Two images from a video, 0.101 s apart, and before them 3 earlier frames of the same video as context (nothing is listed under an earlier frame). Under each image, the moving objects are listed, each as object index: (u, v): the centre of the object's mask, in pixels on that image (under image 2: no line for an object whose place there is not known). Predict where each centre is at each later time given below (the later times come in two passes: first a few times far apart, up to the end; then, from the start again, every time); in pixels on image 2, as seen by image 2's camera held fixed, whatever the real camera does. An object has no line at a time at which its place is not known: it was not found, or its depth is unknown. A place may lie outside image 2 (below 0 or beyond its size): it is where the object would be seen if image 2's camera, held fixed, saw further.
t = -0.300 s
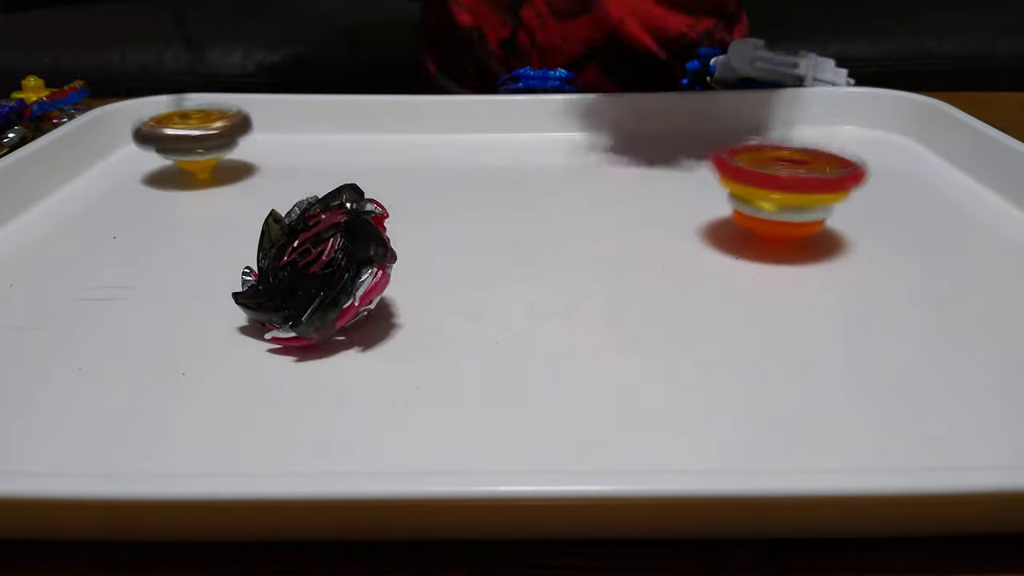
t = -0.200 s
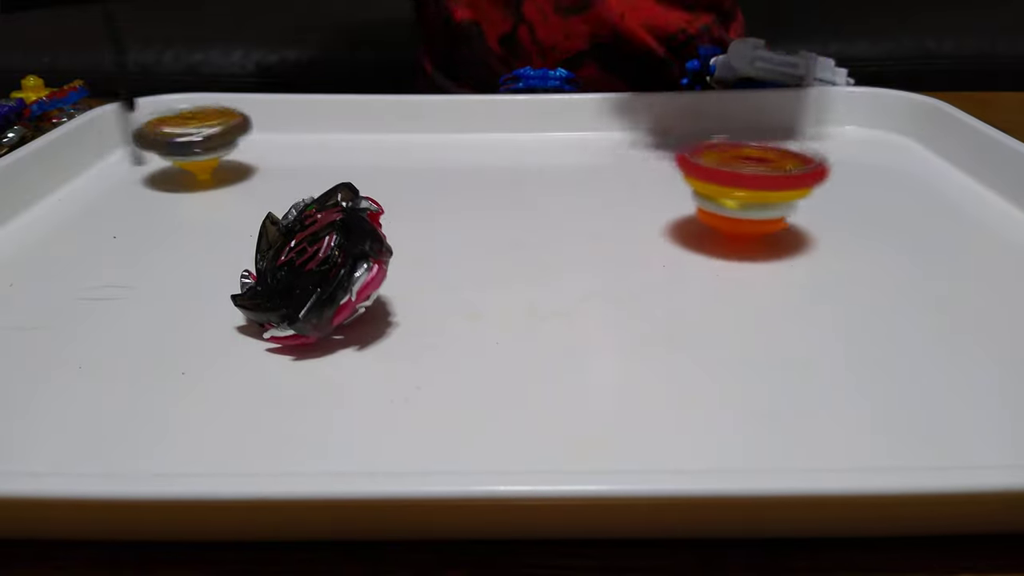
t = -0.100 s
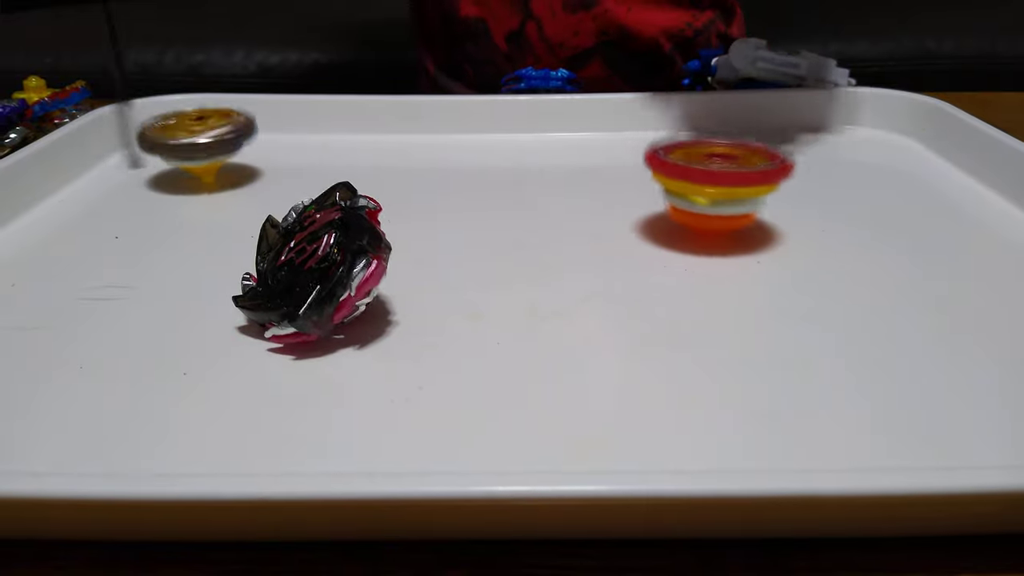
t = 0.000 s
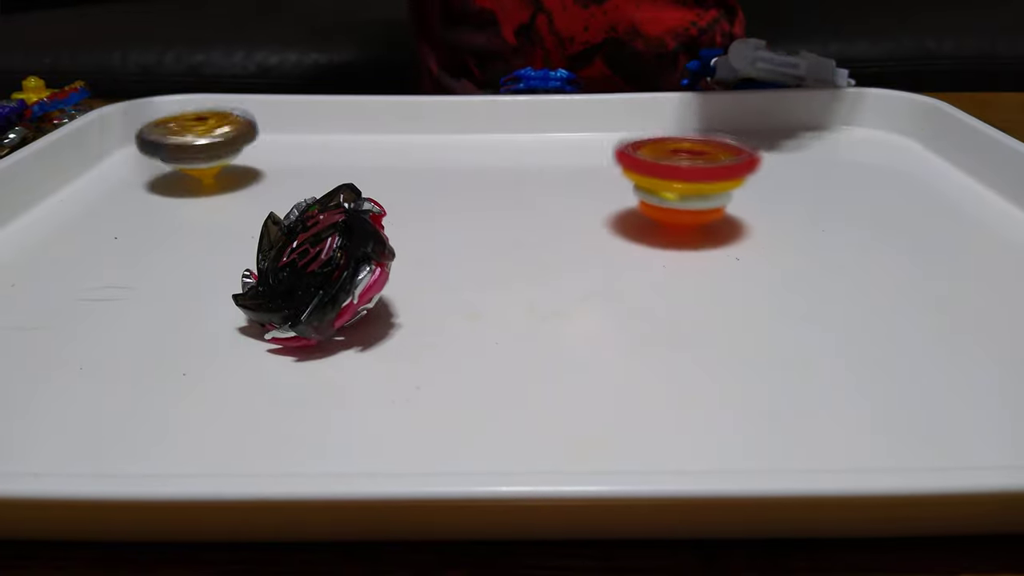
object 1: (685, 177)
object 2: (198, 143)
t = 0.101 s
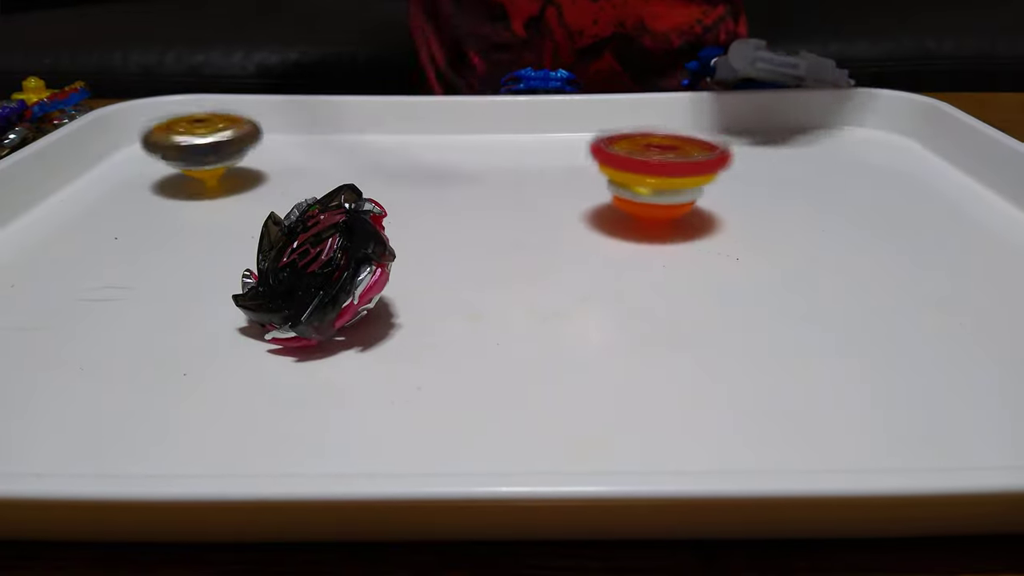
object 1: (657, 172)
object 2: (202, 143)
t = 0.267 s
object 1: (620, 162)
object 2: (211, 147)
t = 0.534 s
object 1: (579, 146)
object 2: (234, 154)
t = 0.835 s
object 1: (559, 130)
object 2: (294, 158)
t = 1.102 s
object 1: (552, 113)
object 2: (366, 154)
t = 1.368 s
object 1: (554, 105)
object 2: (424, 141)
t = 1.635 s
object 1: (557, 113)
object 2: (452, 129)
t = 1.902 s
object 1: (571, 118)
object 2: (435, 116)
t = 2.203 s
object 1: (580, 119)
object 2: (398, 117)
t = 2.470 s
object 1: (579, 126)
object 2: (389, 132)
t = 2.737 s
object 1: (574, 131)
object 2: (413, 143)
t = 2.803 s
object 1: (572, 133)
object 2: (421, 146)
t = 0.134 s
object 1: (649, 172)
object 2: (203, 144)
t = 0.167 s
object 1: (642, 170)
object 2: (205, 144)
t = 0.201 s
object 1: (634, 169)
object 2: (206, 145)
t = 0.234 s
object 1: (628, 167)
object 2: (208, 146)
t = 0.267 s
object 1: (620, 162)
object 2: (211, 147)
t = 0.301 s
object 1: (614, 160)
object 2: (212, 148)
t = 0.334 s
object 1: (608, 158)
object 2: (215, 148)
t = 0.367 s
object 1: (602, 156)
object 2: (218, 149)
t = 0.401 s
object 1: (597, 154)
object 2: (220, 150)
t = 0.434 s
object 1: (592, 152)
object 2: (223, 152)
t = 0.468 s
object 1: (588, 152)
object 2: (225, 153)
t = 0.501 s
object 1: (583, 150)
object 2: (230, 153)
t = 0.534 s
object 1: (579, 146)
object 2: (234, 154)
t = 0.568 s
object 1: (576, 146)
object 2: (241, 154)
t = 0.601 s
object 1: (573, 144)
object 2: (246, 155)
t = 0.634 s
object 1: (569, 142)
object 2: (250, 157)
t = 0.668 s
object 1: (567, 138)
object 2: (256, 157)
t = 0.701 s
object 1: (565, 137)
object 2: (264, 163)
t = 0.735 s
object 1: (563, 136)
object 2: (272, 161)
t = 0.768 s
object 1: (561, 135)
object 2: (277, 158)
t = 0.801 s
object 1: (560, 130)
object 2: (285, 158)
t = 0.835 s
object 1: (559, 130)
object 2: (294, 158)
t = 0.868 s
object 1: (558, 128)
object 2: (301, 157)
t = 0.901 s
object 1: (556, 124)
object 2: (311, 156)
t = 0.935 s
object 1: (556, 125)
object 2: (319, 156)
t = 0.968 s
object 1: (554, 120)
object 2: (327, 155)
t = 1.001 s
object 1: (553, 118)
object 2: (336, 155)
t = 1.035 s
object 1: (553, 117)
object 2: (346, 154)
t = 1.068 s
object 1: (552, 116)
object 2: (355, 154)
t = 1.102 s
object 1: (552, 113)
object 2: (366, 154)
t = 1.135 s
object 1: (551, 113)
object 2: (376, 155)
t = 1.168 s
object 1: (551, 110)
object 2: (383, 154)
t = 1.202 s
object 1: (551, 109)
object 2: (391, 152)
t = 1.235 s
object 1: (551, 109)
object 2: (398, 151)
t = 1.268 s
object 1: (551, 109)
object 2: (407, 149)
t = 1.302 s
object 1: (553, 107)
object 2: (414, 147)
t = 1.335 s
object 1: (554, 106)
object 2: (419, 145)
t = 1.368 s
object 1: (554, 105)
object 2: (424, 141)
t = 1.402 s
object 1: (555, 104)
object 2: (429, 141)
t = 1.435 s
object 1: (555, 104)
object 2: (434, 139)
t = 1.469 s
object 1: (555, 107)
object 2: (439, 138)
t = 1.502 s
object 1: (555, 109)
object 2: (442, 136)
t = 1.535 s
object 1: (555, 110)
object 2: (446, 134)
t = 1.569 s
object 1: (556, 111)
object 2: (448, 133)
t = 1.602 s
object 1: (557, 113)
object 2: (450, 132)
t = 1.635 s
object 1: (557, 113)
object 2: (452, 129)
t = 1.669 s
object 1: (558, 113)
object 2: (452, 127)
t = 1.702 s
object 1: (558, 114)
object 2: (452, 122)
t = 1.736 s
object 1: (561, 114)
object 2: (450, 123)
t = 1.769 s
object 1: (564, 115)
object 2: (447, 121)
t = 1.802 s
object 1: (566, 115)
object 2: (443, 118)
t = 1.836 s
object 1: (568, 116)
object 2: (440, 118)
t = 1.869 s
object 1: (569, 117)
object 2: (437, 115)
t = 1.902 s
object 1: (571, 118)
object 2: (435, 116)
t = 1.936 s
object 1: (572, 119)
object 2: (432, 115)
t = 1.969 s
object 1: (573, 119)
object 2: (428, 115)
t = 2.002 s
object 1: (575, 120)
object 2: (424, 117)
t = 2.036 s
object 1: (577, 120)
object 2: (420, 117)
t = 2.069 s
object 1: (578, 120)
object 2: (417, 116)
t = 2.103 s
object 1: (579, 120)
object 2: (412, 115)
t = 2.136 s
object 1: (579, 119)
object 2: (407, 116)
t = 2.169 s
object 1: (580, 120)
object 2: (401, 114)
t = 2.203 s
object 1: (580, 119)
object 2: (398, 117)
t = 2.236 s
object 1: (580, 121)
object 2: (394, 120)
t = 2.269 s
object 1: (580, 121)
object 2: (391, 120)
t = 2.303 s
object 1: (580, 122)
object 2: (389, 124)
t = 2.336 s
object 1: (580, 123)
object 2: (388, 126)
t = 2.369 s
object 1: (580, 124)
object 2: (387, 128)
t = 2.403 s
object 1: (580, 125)
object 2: (387, 130)
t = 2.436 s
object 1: (580, 125)
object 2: (388, 132)
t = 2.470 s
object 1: (579, 126)
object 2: (389, 132)
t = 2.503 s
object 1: (579, 128)
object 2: (390, 132)
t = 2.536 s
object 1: (579, 127)
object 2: (392, 135)
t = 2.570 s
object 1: (578, 129)
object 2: (393, 137)
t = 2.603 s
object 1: (577, 130)
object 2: (396, 139)
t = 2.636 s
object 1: (577, 130)
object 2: (400, 141)
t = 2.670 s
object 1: (576, 131)
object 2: (405, 142)
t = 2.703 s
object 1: (575, 131)
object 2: (408, 143)
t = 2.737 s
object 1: (574, 131)
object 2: (413, 143)
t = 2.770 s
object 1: (573, 133)
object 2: (415, 143)
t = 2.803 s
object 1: (572, 133)
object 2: (421, 146)
